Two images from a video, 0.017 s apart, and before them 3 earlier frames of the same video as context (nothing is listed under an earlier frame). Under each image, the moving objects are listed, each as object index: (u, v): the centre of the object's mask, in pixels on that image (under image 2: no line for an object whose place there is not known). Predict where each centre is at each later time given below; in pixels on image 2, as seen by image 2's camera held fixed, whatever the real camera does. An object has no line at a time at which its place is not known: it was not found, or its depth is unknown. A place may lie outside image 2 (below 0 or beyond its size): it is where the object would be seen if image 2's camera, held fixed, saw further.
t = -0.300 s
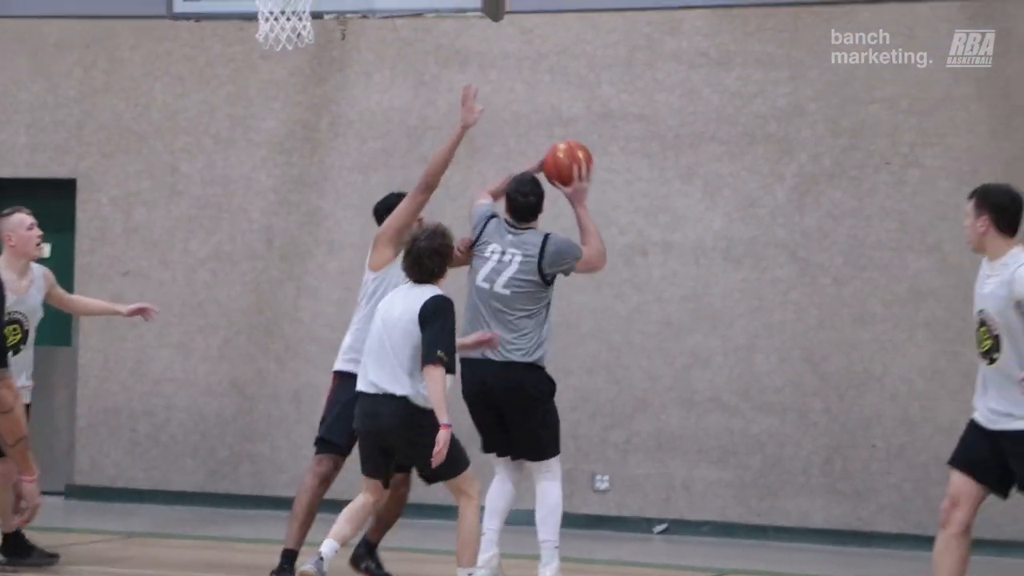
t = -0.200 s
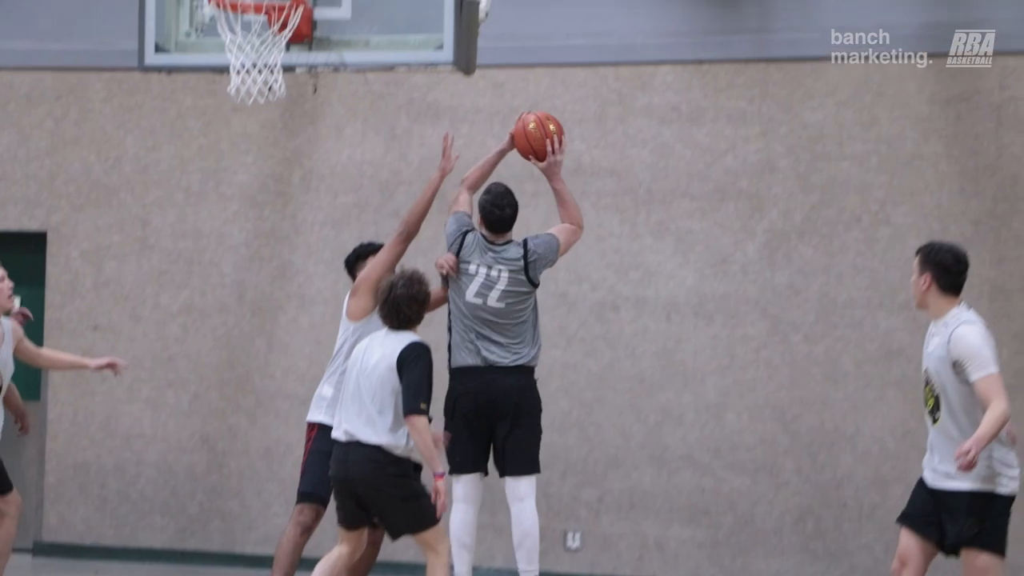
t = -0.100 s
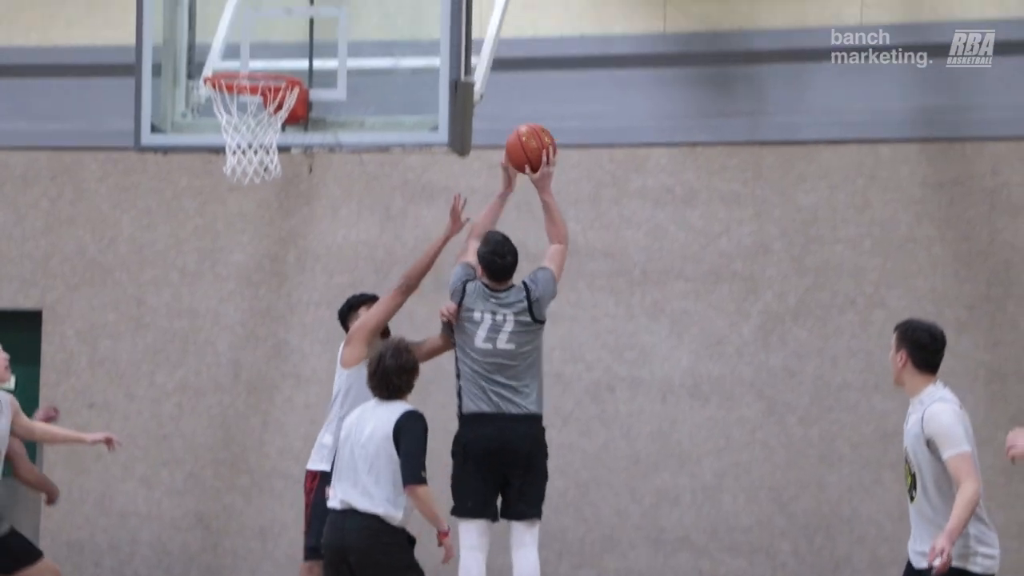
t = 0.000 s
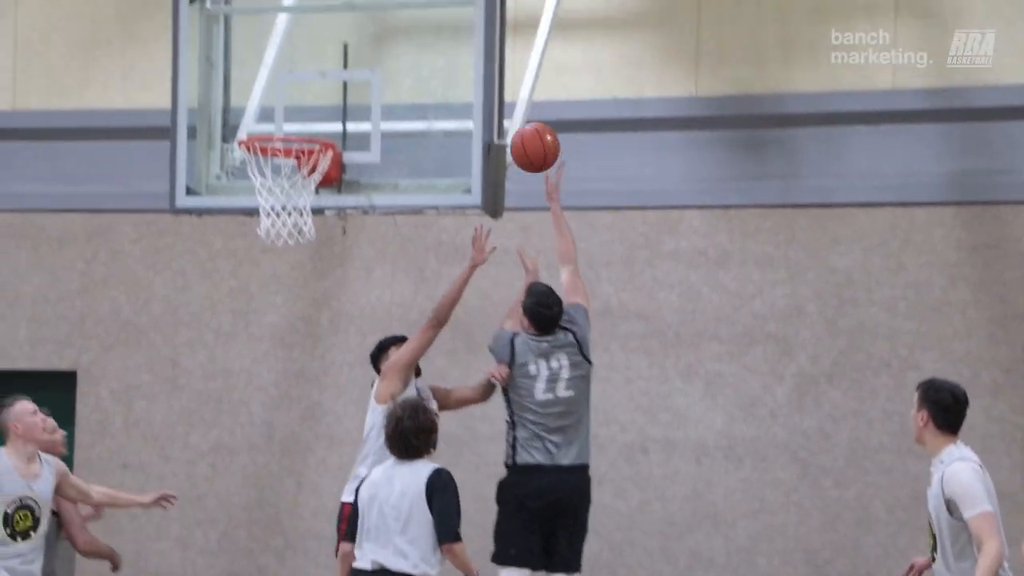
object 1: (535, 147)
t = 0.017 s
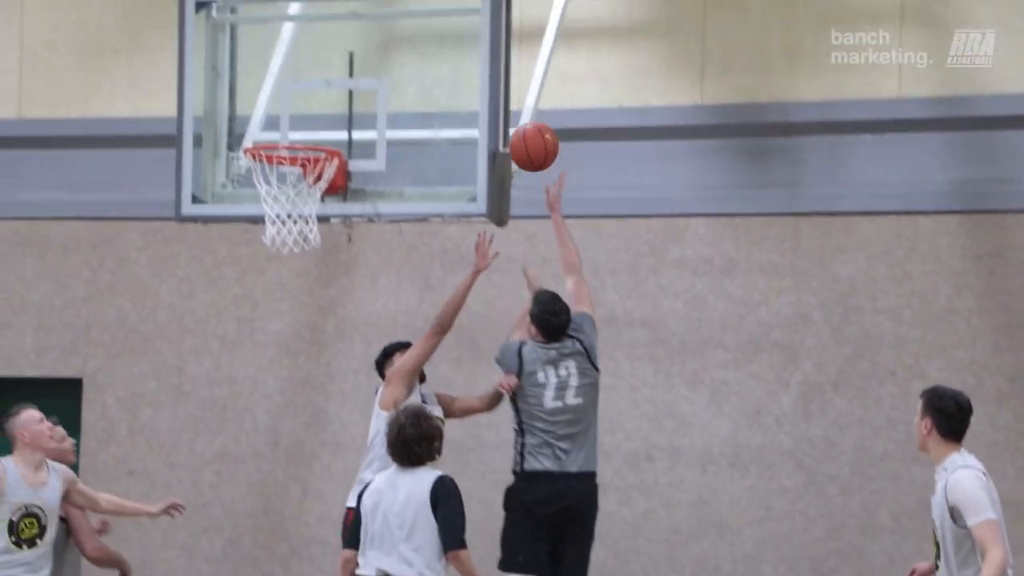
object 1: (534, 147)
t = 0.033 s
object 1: (527, 138)
